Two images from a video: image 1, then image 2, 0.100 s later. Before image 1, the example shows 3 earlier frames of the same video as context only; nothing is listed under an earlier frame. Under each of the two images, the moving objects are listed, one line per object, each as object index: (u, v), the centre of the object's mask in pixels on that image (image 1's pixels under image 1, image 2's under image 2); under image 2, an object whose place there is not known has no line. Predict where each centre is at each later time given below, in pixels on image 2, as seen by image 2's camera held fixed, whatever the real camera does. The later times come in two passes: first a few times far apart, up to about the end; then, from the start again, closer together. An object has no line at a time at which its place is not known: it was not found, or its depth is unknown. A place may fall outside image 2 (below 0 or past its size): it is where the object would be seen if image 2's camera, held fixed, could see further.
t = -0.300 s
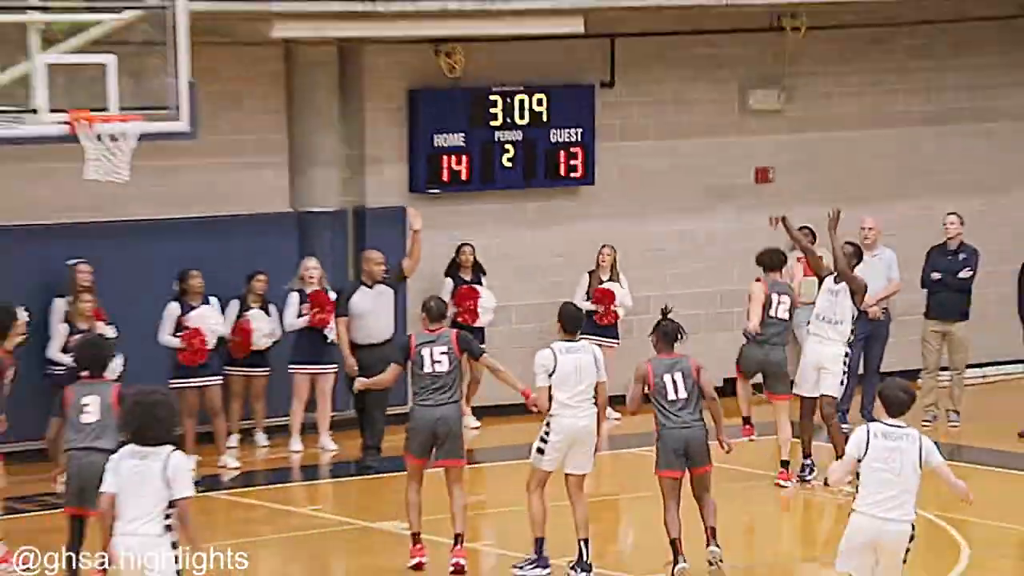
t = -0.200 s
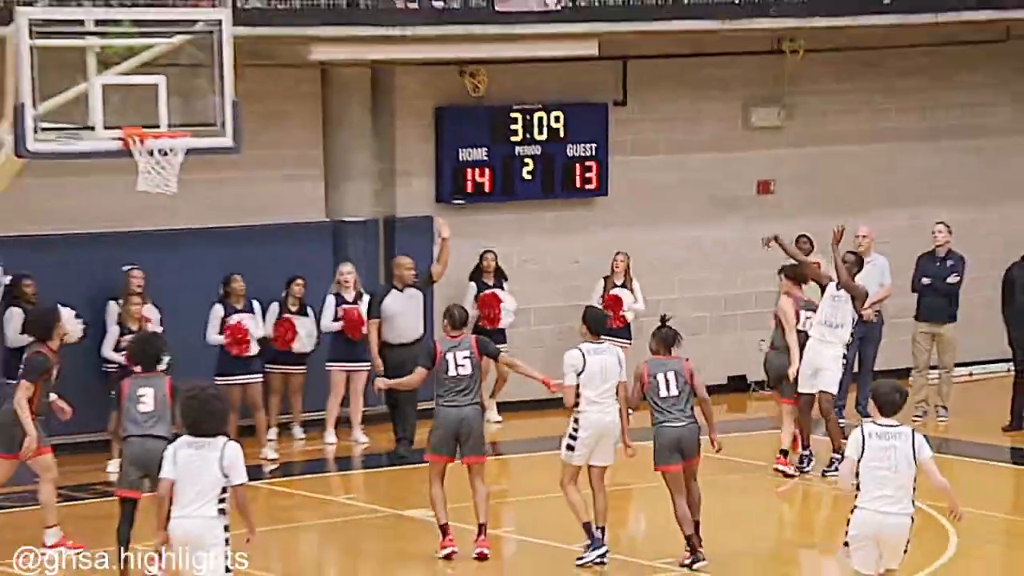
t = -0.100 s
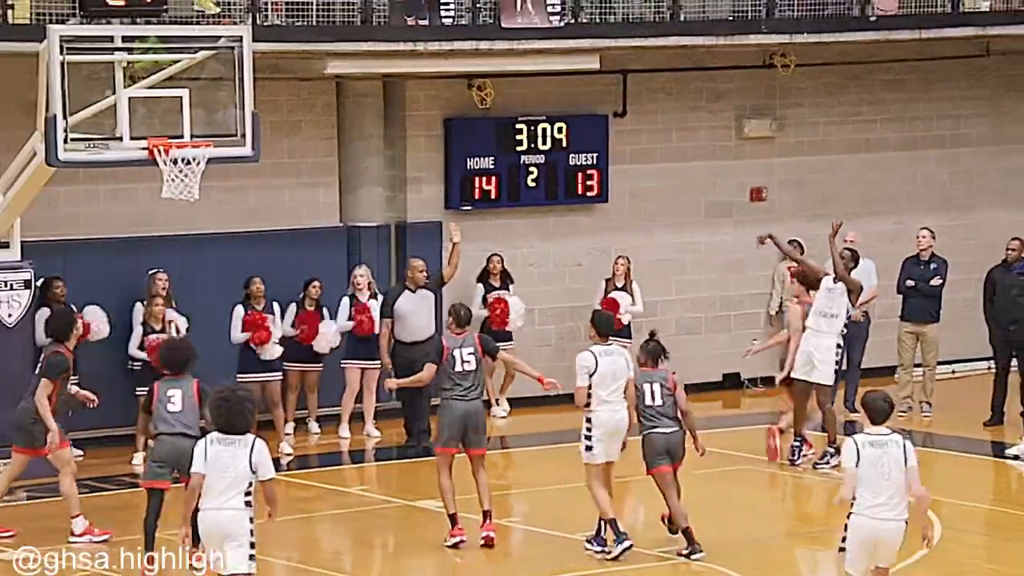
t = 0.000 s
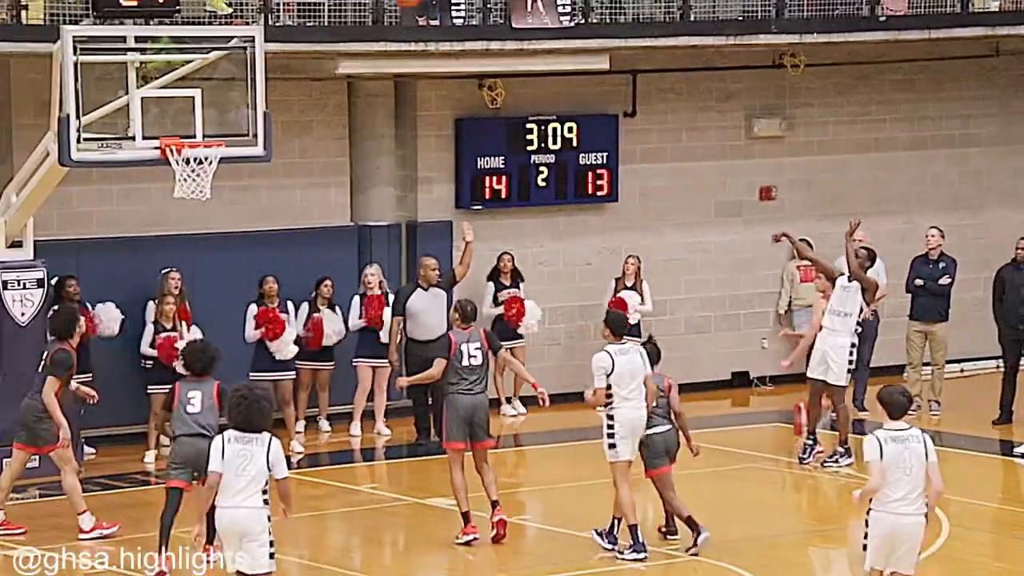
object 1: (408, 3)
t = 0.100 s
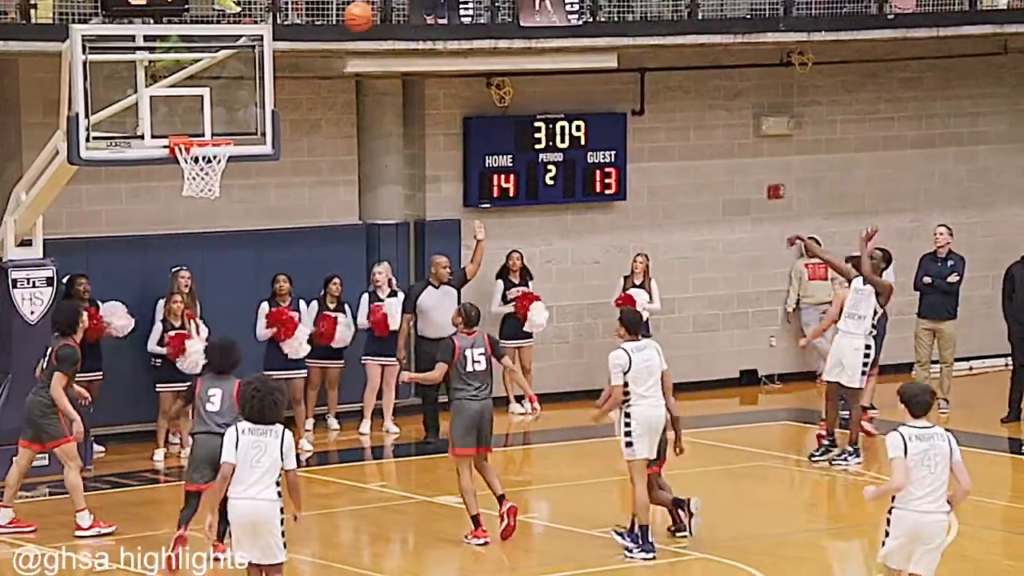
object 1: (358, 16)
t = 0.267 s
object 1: (267, 82)
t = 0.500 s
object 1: (170, 71)
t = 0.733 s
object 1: (92, 30)
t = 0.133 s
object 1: (340, 27)
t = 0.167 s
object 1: (321, 38)
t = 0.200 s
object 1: (304, 52)
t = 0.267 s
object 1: (267, 82)
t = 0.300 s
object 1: (247, 99)
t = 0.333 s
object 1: (229, 118)
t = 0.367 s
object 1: (215, 123)
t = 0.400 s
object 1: (203, 108)
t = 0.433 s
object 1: (191, 94)
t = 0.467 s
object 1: (181, 82)
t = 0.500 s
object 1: (170, 71)
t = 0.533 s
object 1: (159, 61)
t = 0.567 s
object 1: (148, 54)
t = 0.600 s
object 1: (136, 46)
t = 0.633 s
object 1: (125, 39)
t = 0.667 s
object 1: (114, 35)
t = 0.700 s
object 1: (102, 32)
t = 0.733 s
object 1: (92, 30)
